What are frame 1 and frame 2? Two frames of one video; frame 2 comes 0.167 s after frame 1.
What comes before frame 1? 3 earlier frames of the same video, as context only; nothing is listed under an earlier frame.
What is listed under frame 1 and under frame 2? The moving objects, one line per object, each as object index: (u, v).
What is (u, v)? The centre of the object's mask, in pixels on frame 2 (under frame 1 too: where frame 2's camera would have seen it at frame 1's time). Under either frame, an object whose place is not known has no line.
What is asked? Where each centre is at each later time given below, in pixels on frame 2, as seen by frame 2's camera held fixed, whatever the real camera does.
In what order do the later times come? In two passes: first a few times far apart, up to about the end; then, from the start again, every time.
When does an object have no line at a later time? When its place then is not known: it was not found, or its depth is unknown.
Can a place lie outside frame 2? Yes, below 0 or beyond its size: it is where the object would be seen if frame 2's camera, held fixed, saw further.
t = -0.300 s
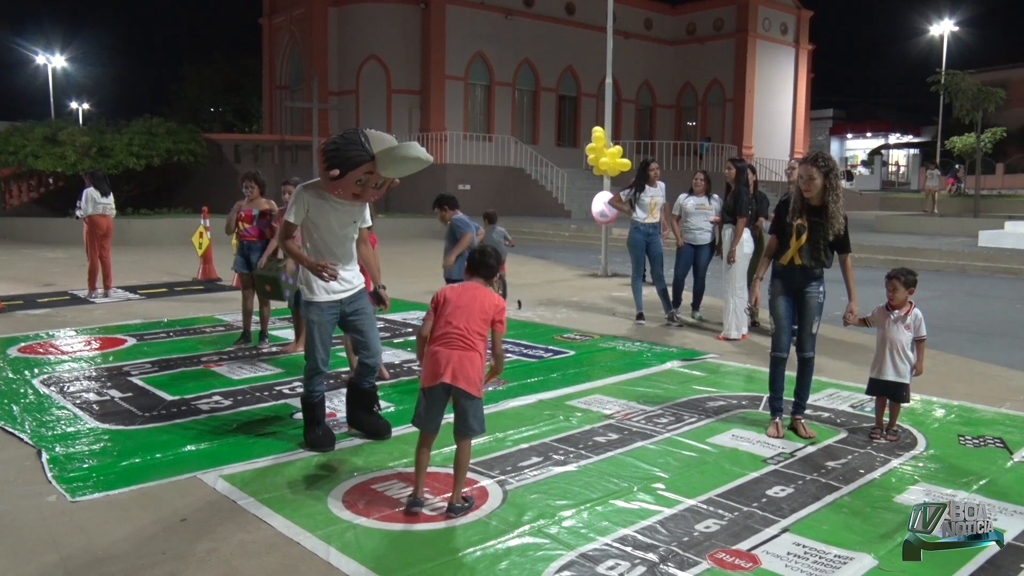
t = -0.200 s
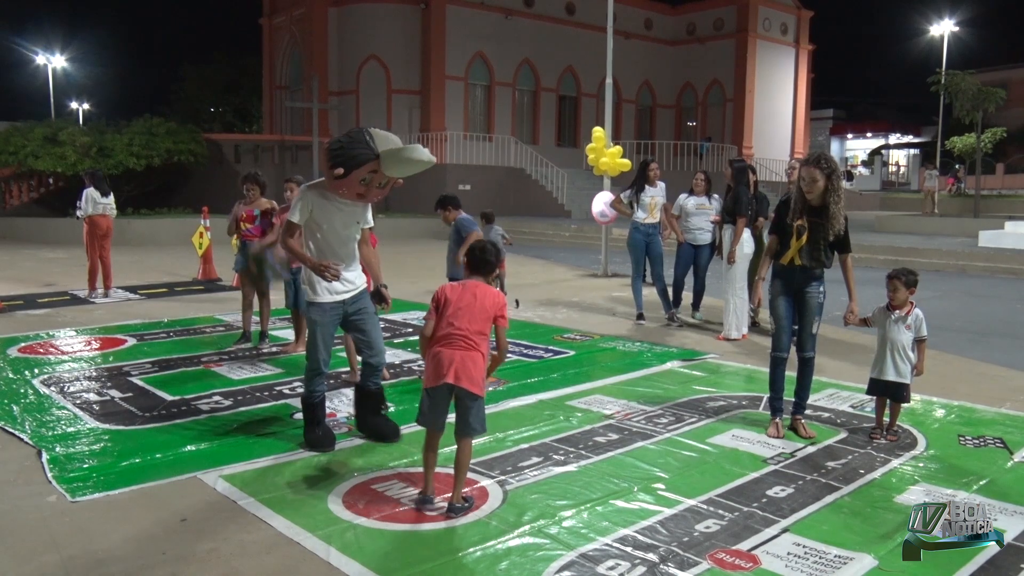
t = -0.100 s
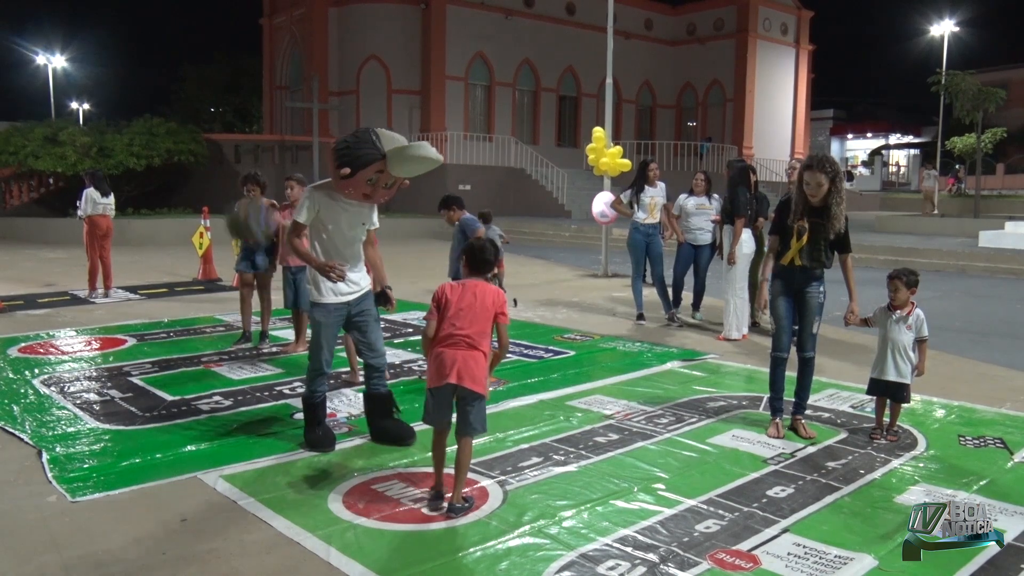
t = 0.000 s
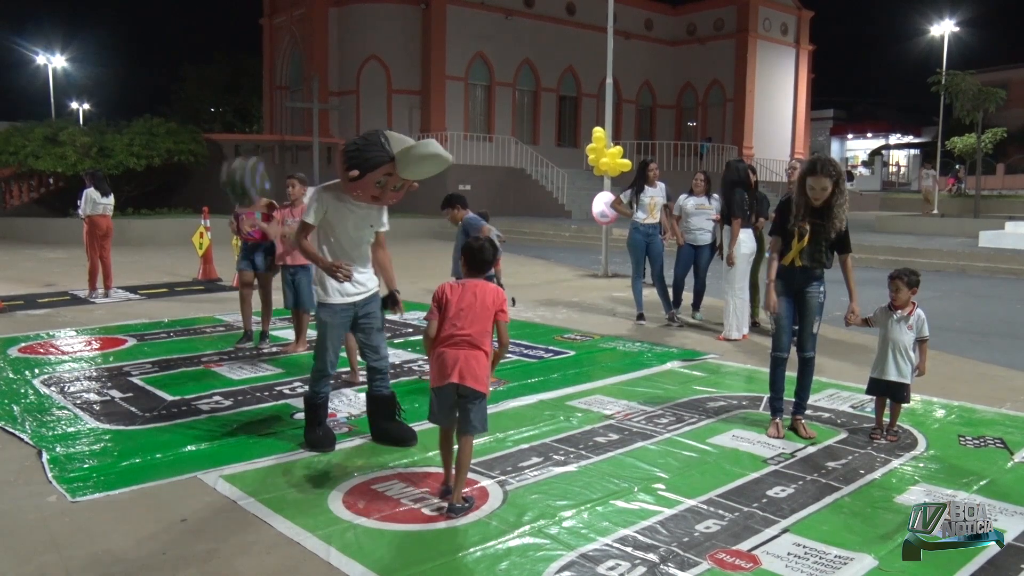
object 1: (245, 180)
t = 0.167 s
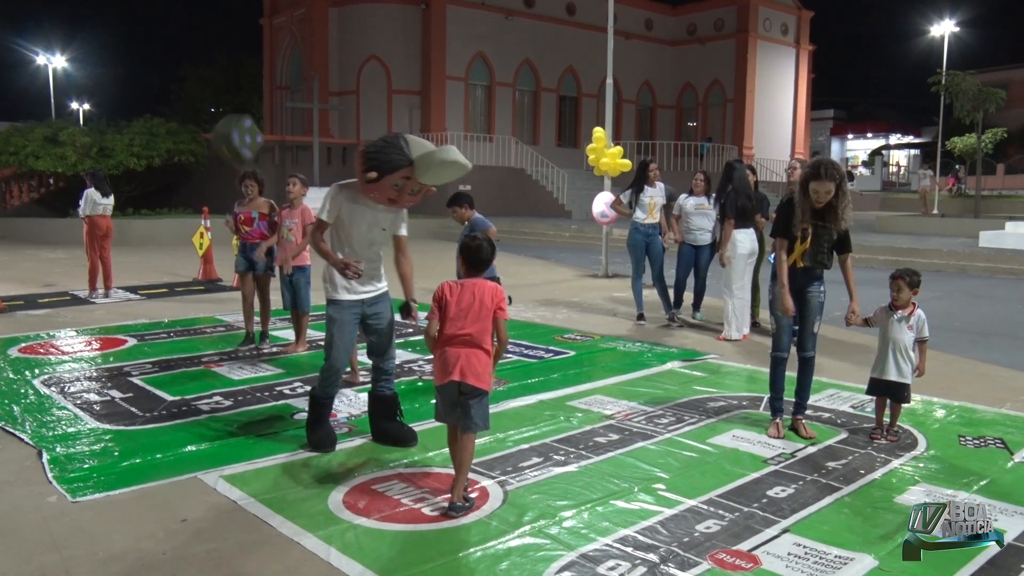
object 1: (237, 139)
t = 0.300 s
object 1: (230, 128)
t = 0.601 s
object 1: (215, 187)
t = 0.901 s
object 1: (201, 359)
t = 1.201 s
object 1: (214, 326)
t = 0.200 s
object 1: (235, 135)
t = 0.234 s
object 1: (233, 130)
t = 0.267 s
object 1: (232, 129)
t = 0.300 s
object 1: (230, 128)
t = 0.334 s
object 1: (228, 129)
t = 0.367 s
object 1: (227, 131)
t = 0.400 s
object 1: (226, 134)
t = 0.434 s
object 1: (225, 137)
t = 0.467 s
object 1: (222, 146)
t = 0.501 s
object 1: (221, 153)
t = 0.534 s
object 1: (220, 164)
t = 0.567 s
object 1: (217, 180)
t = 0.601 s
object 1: (215, 187)
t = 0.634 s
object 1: (214, 197)
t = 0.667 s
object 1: (213, 211)
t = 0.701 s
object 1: (210, 227)
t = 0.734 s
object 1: (207, 248)
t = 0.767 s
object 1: (206, 268)
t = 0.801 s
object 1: (206, 288)
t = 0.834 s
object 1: (205, 306)
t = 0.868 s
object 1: (203, 328)
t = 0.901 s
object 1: (201, 359)
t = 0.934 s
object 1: (201, 358)
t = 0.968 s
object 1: (203, 348)
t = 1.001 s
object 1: (205, 341)
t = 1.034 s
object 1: (206, 333)
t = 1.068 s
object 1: (208, 329)
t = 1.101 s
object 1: (209, 326)
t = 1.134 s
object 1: (211, 325)
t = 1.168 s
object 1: (212, 325)
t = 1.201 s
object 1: (214, 326)
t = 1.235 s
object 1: (216, 328)
